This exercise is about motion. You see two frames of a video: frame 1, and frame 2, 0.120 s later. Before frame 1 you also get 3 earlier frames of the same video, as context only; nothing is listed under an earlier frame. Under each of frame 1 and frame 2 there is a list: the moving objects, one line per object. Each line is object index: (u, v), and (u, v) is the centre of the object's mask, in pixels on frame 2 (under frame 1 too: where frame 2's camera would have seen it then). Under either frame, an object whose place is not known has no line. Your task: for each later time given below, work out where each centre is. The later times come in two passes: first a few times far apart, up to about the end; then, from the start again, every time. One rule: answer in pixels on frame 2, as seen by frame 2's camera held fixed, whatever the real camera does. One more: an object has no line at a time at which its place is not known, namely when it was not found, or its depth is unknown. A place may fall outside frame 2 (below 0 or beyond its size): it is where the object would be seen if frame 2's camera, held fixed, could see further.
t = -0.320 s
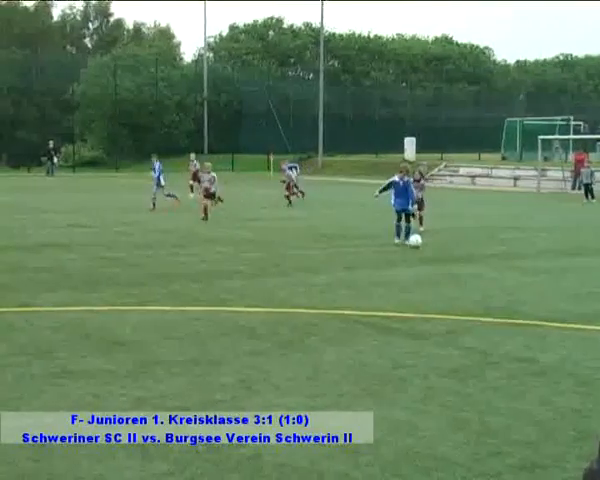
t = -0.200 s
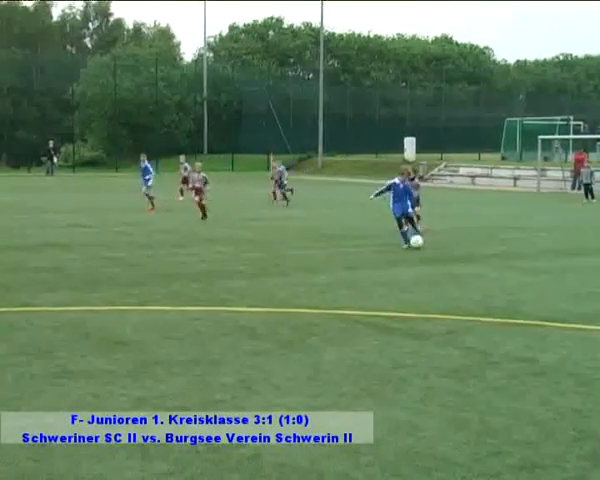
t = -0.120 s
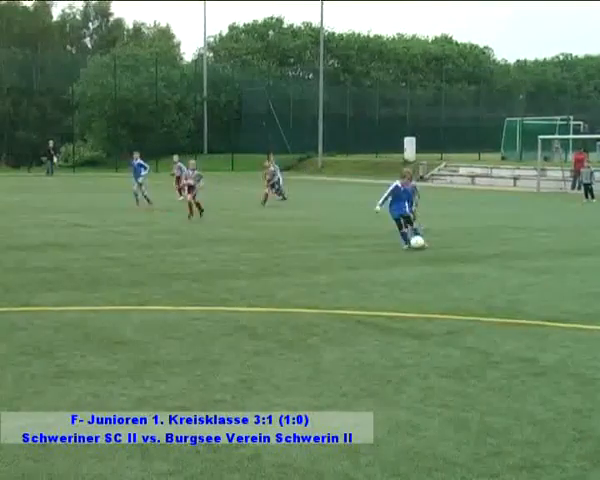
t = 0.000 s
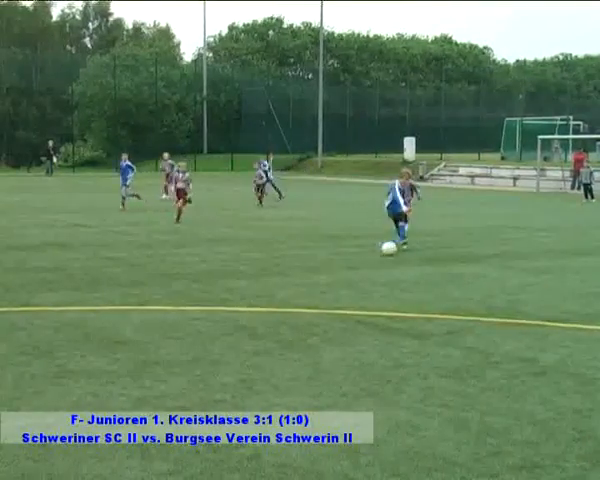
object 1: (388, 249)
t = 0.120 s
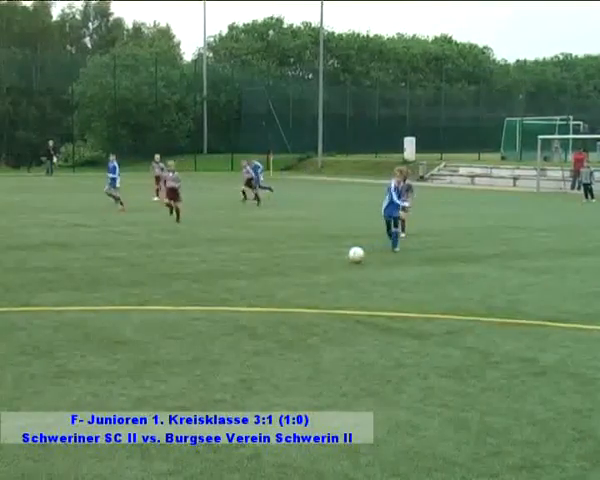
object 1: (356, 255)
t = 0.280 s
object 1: (308, 265)
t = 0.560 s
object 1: (207, 285)
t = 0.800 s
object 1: (107, 305)
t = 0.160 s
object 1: (345, 257)
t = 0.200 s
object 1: (333, 259)
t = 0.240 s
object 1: (321, 263)
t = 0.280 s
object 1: (308, 265)
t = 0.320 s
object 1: (295, 265)
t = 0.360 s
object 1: (281, 268)
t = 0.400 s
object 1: (267, 273)
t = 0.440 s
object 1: (252, 277)
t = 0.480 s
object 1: (238, 278)
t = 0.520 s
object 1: (224, 280)
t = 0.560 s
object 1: (207, 285)
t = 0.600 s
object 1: (191, 289)
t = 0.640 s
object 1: (176, 290)
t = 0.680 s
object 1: (158, 293)
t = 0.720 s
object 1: (143, 298)
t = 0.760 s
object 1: (126, 302)
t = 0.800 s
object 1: (107, 305)
